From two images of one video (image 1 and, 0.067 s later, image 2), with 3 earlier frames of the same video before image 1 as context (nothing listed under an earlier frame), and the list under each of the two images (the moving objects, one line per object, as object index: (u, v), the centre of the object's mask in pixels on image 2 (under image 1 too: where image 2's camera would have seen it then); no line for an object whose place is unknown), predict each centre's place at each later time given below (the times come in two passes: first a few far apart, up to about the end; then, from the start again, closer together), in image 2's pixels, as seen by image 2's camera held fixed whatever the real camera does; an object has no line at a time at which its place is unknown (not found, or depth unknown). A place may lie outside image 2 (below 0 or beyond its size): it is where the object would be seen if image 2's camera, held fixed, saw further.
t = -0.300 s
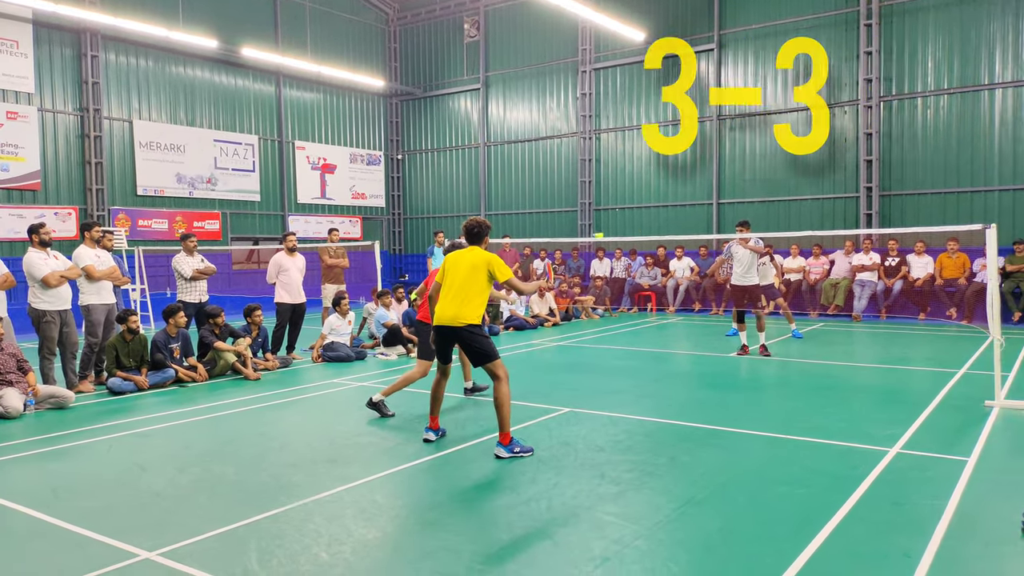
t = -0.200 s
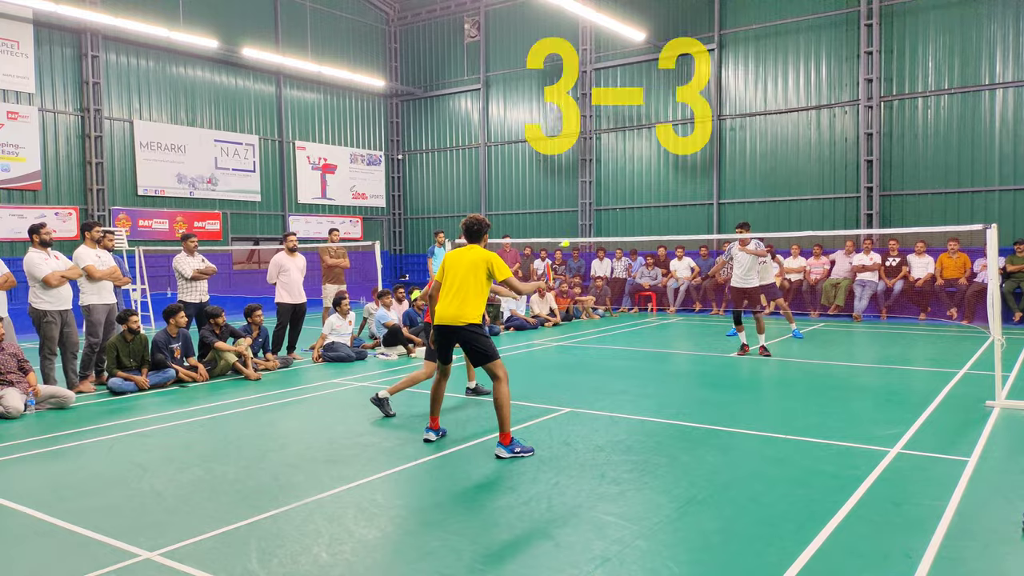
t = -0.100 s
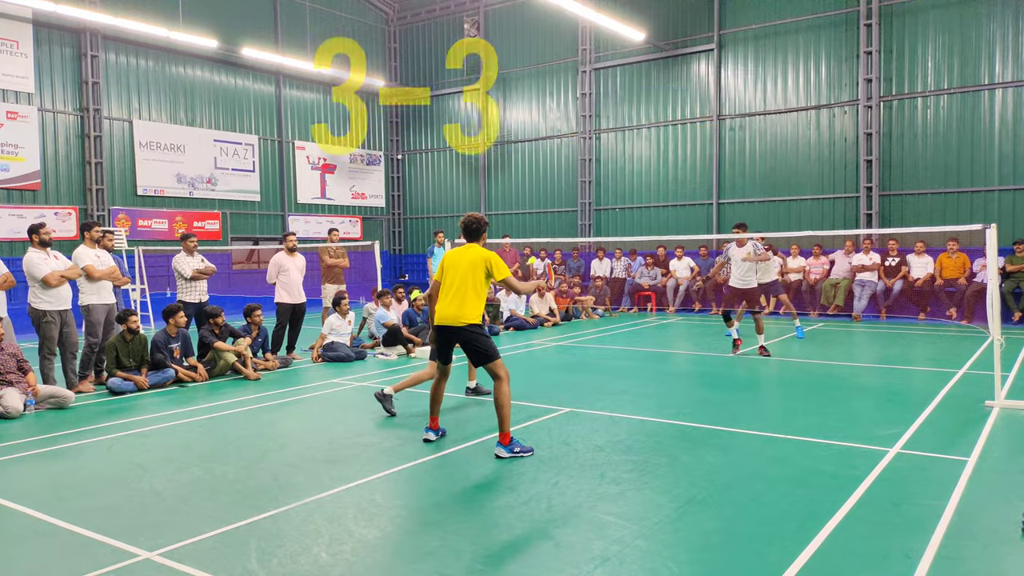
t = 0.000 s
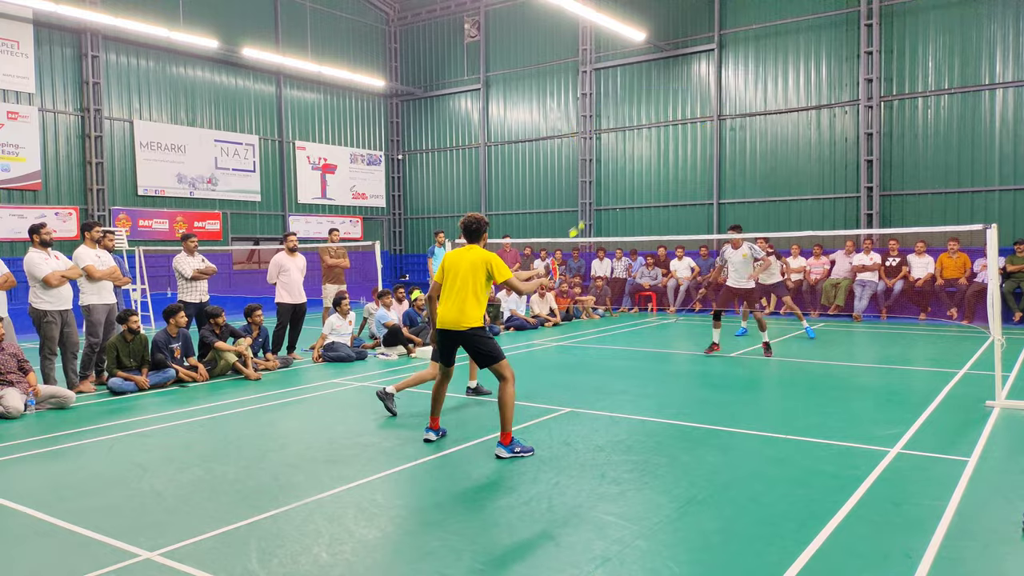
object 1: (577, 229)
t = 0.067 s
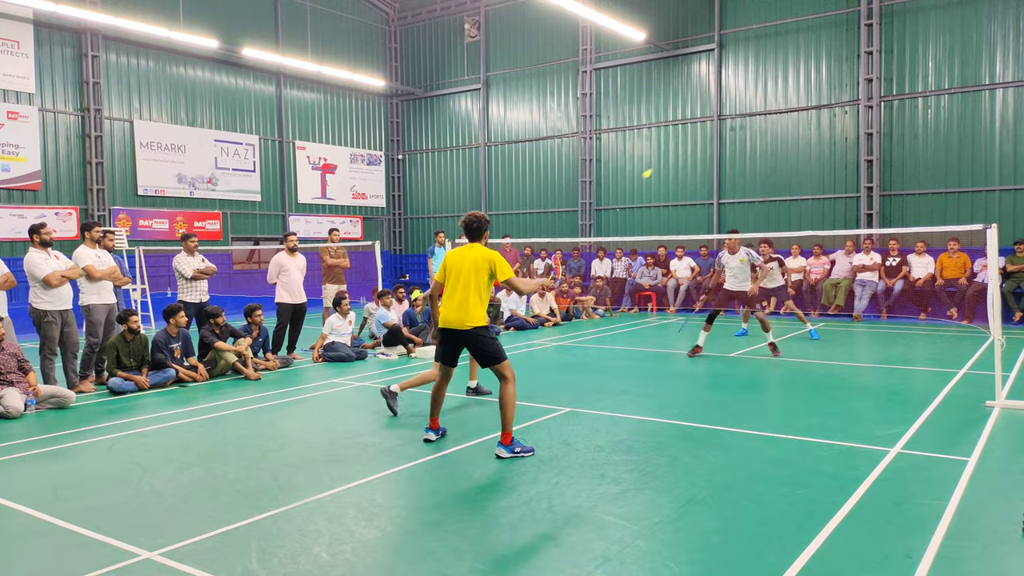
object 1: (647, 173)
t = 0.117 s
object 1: (686, 145)
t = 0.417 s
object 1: (813, 85)
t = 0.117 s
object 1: (686, 145)
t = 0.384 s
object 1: (803, 86)
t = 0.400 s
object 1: (808, 86)
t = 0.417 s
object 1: (813, 85)
